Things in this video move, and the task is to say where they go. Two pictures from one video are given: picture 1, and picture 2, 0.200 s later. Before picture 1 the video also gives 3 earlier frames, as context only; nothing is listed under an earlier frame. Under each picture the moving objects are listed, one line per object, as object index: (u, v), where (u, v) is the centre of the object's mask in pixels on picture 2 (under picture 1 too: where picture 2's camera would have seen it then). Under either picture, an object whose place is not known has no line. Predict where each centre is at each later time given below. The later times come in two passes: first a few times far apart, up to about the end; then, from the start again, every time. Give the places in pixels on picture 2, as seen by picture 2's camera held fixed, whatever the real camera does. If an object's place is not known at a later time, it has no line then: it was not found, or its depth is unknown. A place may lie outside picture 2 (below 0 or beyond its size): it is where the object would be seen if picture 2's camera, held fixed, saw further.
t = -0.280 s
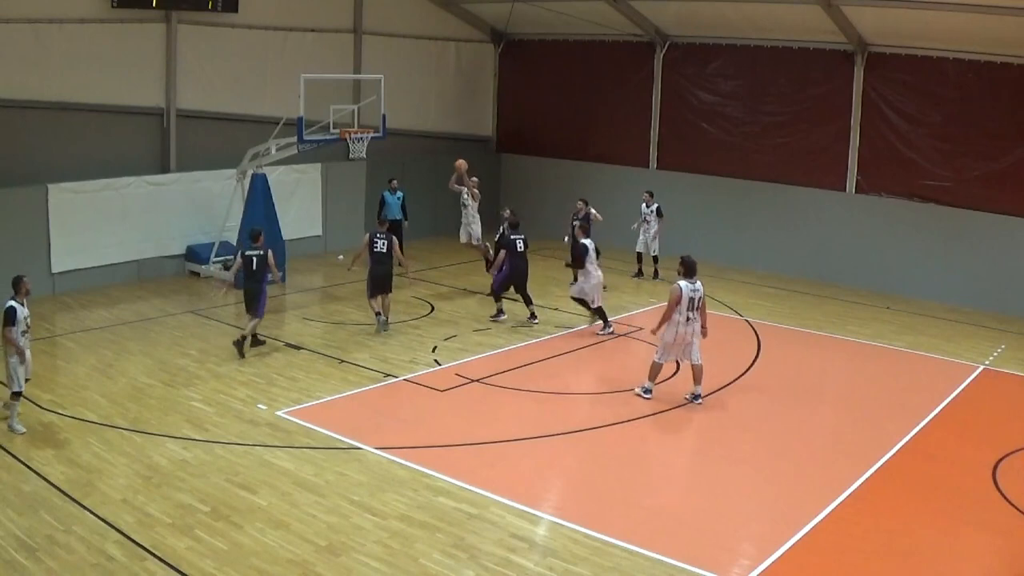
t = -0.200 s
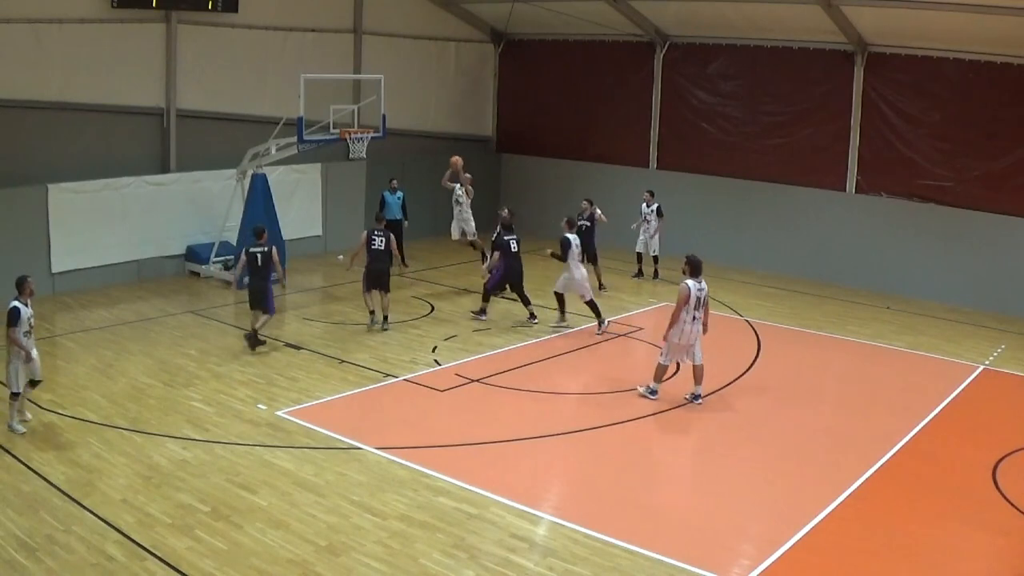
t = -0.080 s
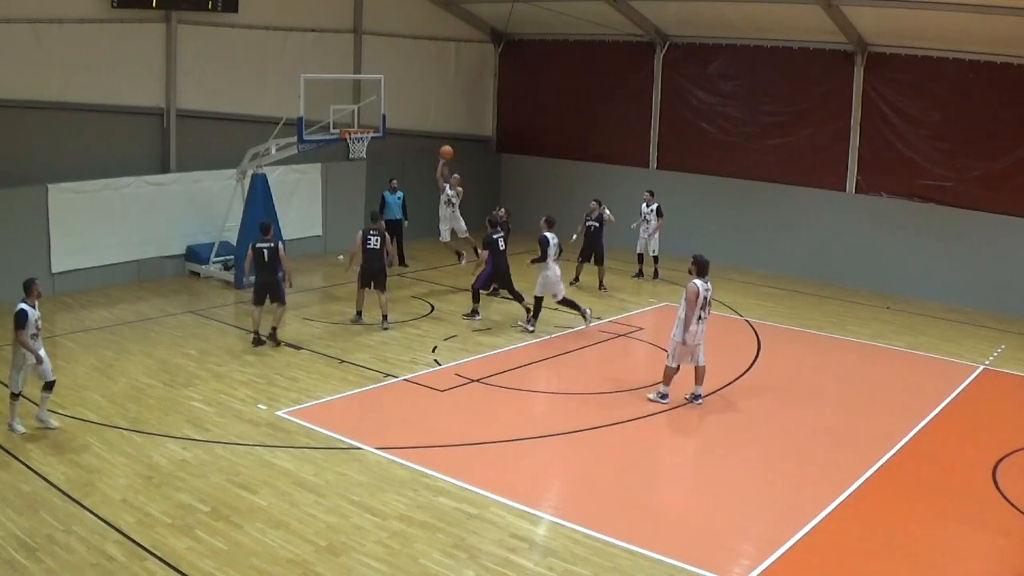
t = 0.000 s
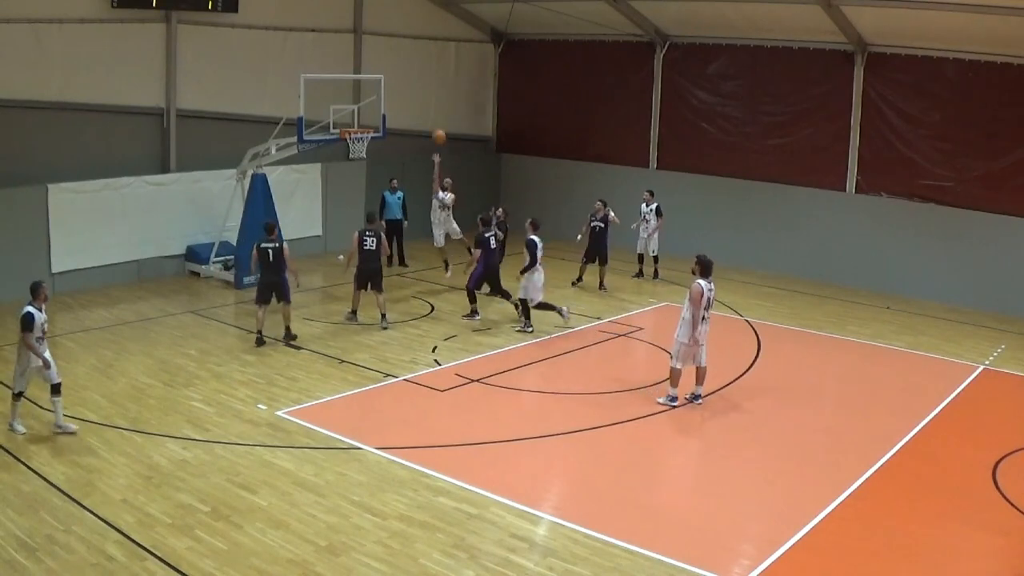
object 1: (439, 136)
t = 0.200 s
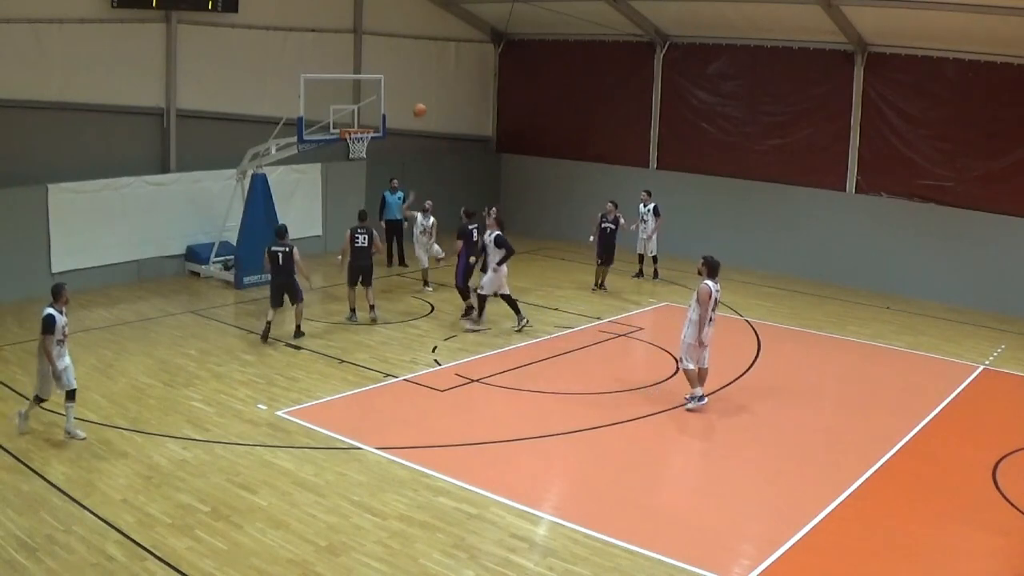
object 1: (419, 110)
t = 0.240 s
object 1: (416, 107)
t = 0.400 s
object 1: (398, 106)
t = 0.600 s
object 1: (377, 122)
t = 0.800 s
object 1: (392, 112)
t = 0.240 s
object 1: (416, 107)
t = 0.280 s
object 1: (411, 105)
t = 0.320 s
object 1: (407, 105)
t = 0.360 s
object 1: (402, 105)
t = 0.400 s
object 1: (398, 106)
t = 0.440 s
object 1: (393, 108)
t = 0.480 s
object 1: (390, 111)
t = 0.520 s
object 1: (385, 114)
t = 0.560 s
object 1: (380, 119)
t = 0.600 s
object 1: (377, 122)
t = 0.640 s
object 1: (379, 120)
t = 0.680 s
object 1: (382, 116)
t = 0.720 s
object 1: (386, 114)
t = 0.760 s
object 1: (390, 112)
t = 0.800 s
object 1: (392, 112)
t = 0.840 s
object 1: (395, 112)
